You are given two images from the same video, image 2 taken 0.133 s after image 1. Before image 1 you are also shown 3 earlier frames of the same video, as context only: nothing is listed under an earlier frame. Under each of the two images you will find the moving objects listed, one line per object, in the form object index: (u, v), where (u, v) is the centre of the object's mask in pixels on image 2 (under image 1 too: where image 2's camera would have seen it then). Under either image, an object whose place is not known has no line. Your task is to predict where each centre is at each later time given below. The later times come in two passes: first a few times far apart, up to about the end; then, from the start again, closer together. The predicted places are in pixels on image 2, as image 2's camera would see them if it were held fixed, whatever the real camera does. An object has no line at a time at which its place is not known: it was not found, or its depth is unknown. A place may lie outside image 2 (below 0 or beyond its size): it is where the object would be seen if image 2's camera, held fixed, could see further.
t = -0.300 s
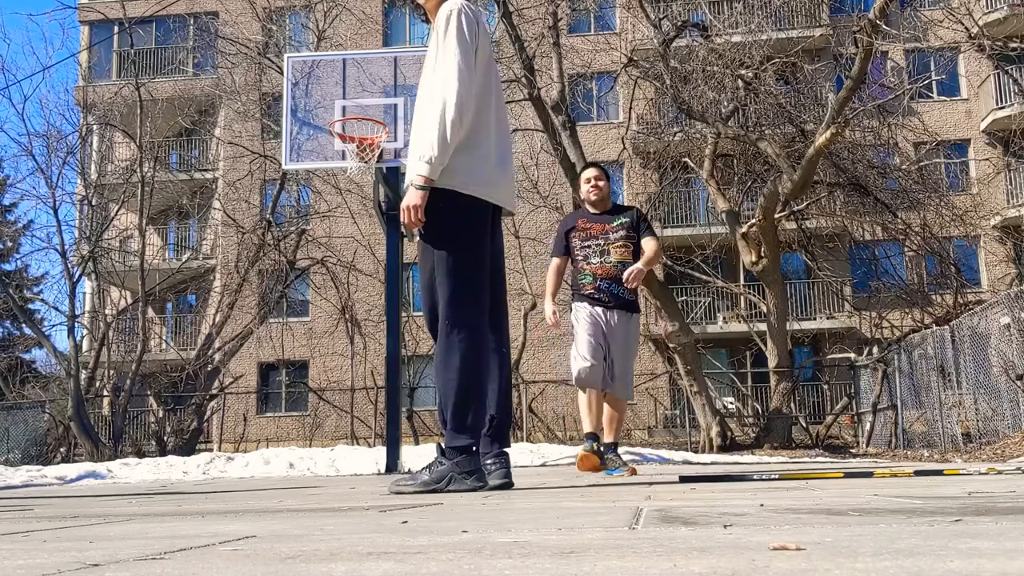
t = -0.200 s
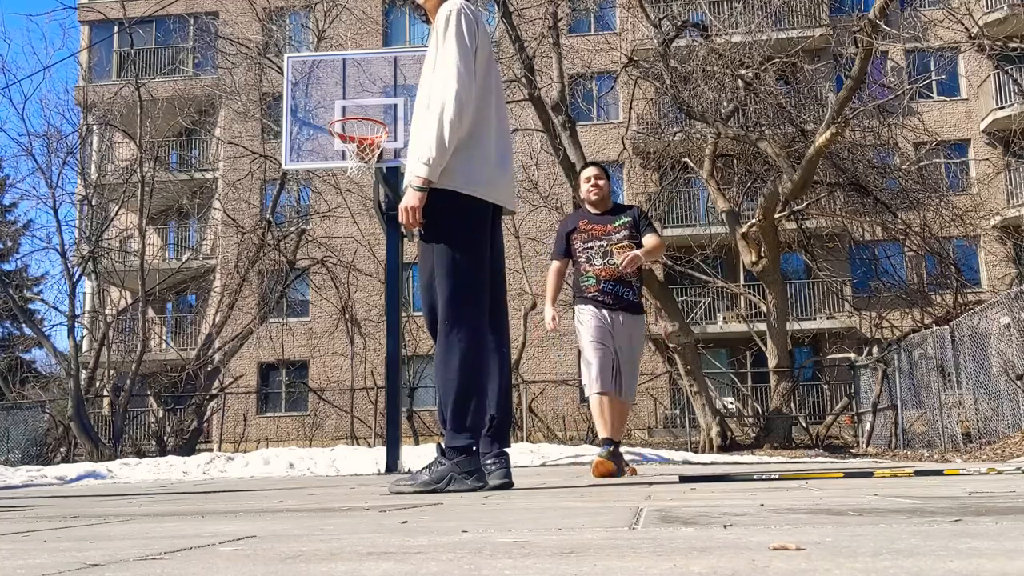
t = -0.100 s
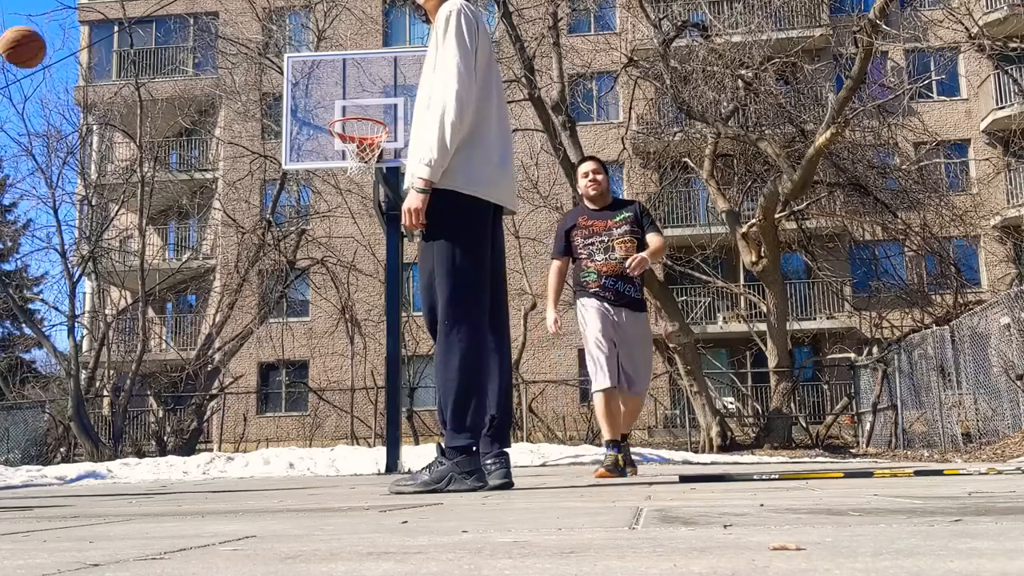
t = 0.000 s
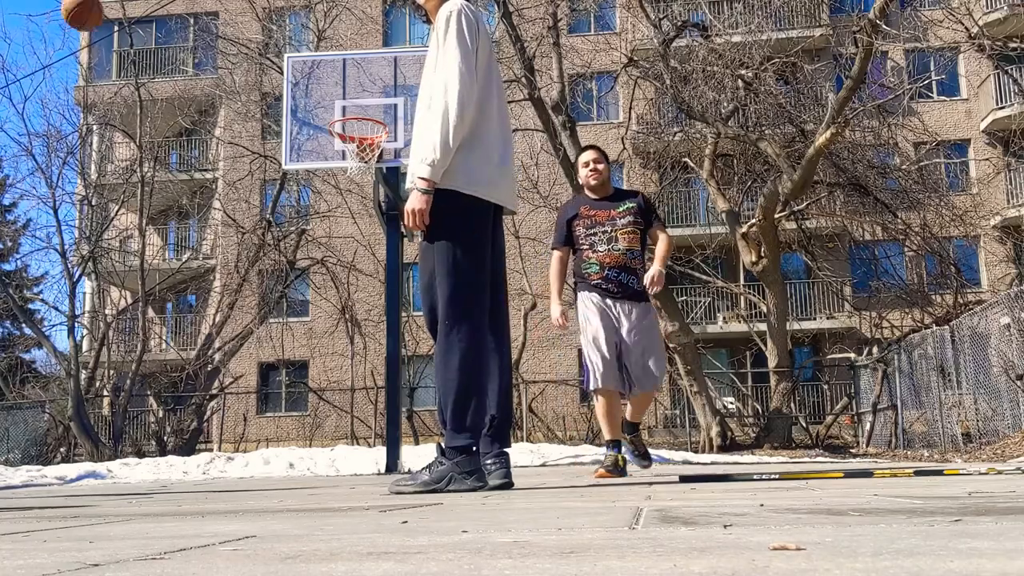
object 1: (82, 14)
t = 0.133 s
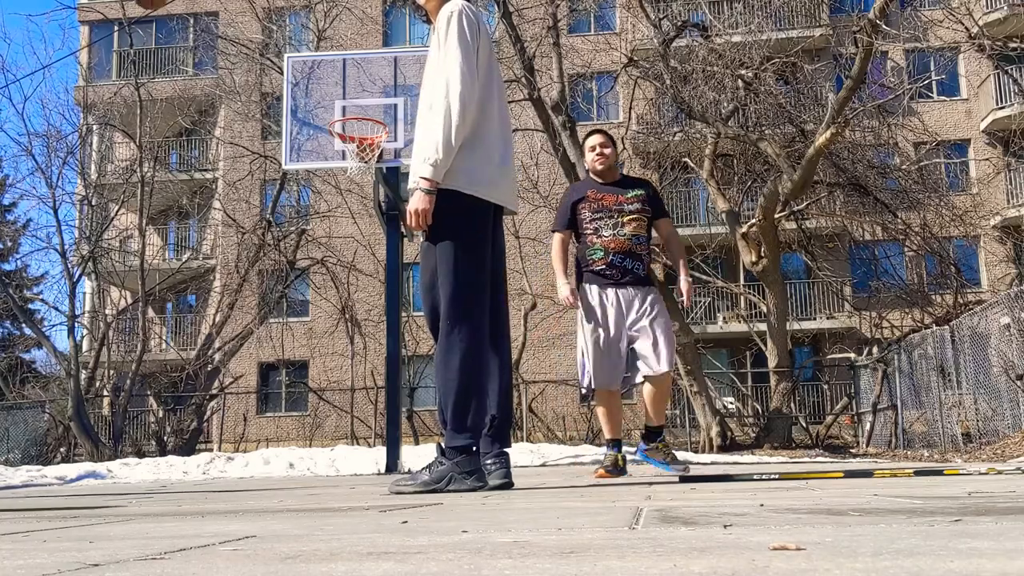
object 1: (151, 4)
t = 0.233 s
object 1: (193, 4)
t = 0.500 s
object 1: (283, 50)
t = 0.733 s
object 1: (324, 121)
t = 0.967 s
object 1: (259, 89)
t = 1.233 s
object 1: (177, 125)
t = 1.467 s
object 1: (94, 230)
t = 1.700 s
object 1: (9, 423)
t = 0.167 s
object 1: (166, 3)
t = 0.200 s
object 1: (179, 4)
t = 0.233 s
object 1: (193, 4)
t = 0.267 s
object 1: (207, 6)
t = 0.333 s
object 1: (230, 10)
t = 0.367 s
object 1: (241, 14)
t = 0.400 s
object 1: (252, 21)
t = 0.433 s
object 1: (263, 29)
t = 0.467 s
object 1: (273, 39)
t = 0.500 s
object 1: (283, 50)
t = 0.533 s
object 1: (293, 62)
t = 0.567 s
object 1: (304, 75)
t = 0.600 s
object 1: (313, 89)
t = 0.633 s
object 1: (322, 103)
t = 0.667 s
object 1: (328, 115)
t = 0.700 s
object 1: (327, 121)
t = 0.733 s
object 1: (324, 121)
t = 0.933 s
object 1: (269, 90)
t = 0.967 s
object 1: (259, 89)
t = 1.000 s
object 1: (249, 89)
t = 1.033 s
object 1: (239, 90)
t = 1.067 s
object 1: (229, 92)
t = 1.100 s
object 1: (219, 96)
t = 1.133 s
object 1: (208, 101)
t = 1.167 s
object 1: (197, 107)
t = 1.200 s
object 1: (187, 115)
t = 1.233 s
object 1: (177, 125)
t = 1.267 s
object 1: (165, 135)
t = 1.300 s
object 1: (153, 147)
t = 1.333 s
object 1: (143, 160)
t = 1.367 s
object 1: (131, 175)
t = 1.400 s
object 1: (119, 191)
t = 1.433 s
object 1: (107, 210)
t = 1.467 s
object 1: (94, 230)
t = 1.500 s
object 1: (83, 251)
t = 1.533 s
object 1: (70, 275)
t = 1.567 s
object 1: (57, 301)
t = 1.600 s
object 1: (43, 328)
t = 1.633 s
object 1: (30, 357)
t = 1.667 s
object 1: (17, 390)
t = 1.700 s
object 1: (9, 423)
